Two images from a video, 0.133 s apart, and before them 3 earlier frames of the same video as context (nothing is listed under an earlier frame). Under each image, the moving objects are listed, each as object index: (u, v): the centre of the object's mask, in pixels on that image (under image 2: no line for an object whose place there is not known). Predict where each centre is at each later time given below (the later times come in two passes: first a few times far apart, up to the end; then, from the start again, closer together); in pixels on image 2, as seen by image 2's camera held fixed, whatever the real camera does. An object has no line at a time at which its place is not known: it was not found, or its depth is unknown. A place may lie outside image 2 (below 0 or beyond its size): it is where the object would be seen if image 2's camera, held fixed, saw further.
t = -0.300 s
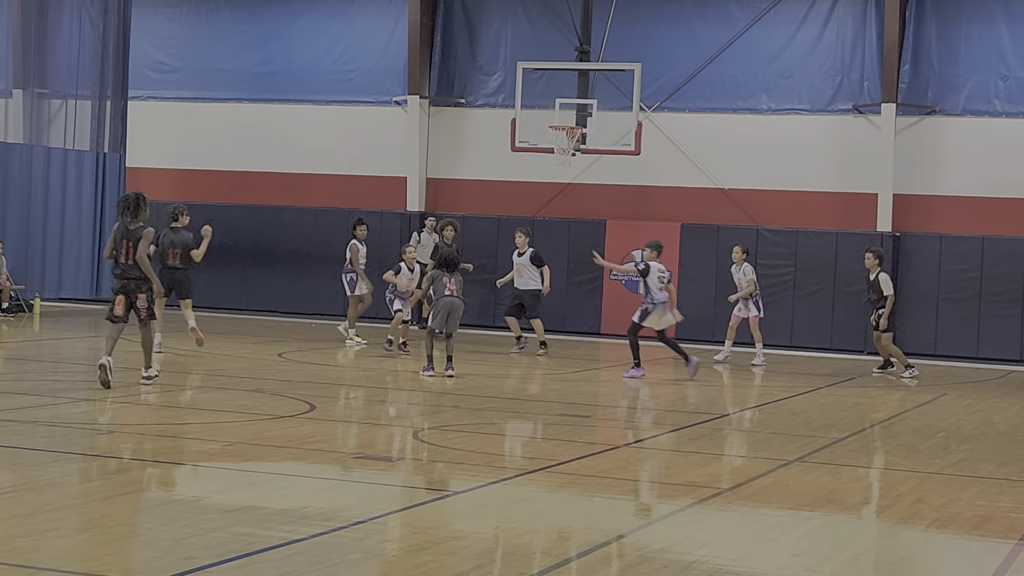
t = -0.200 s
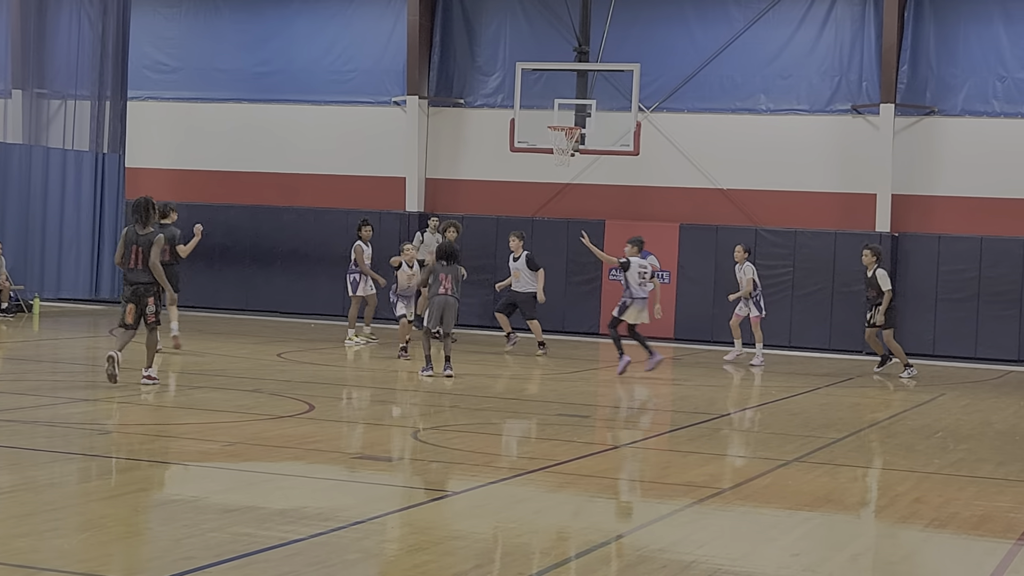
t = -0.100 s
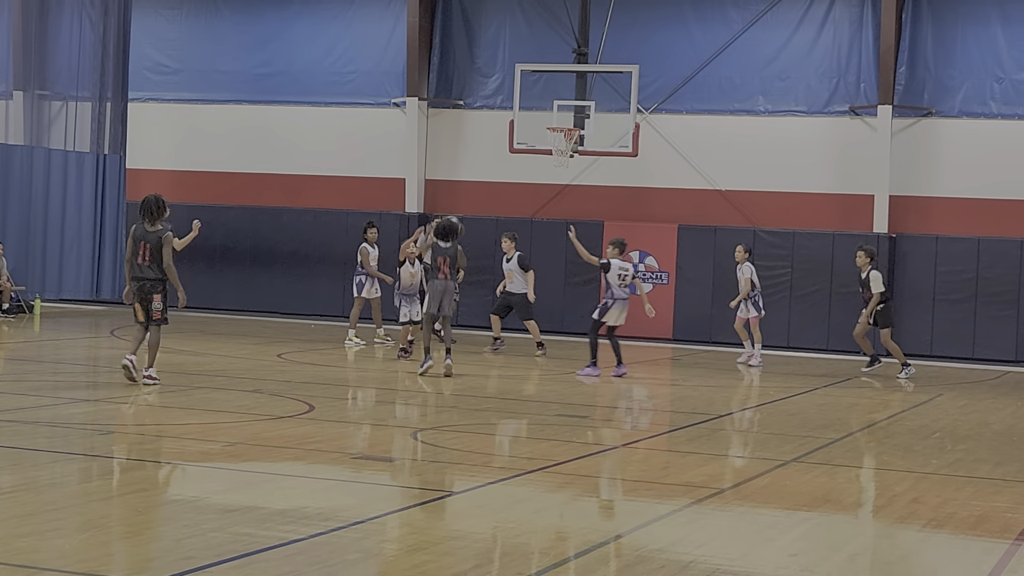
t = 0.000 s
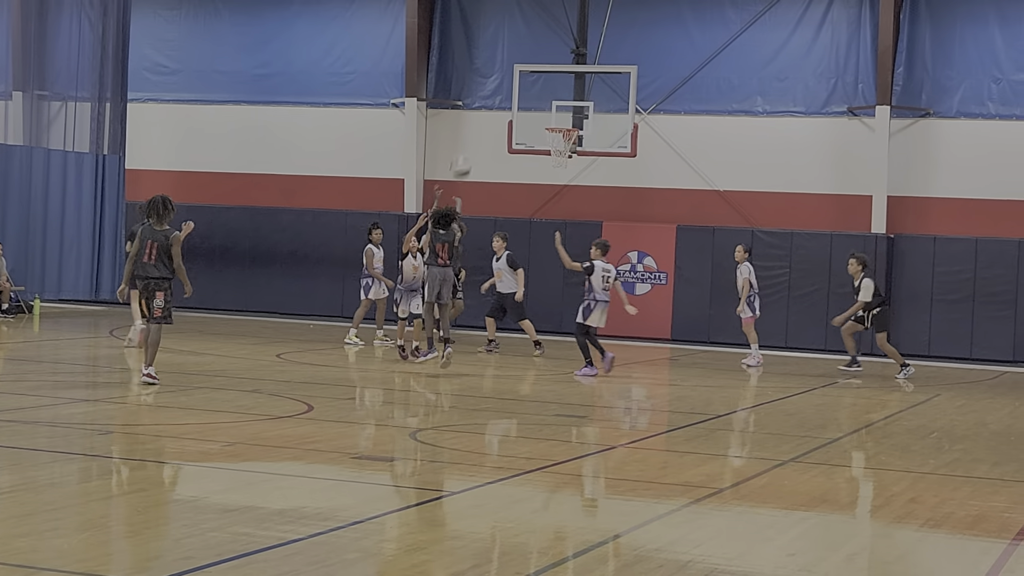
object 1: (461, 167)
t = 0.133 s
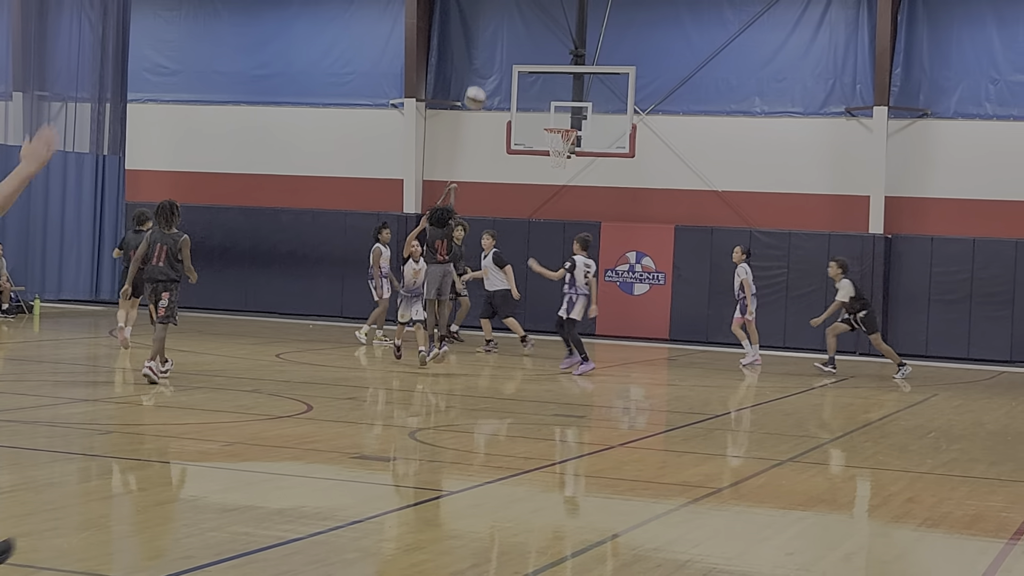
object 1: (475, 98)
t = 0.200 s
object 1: (482, 68)
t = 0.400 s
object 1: (503, 9)
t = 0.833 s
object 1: (536, 3)
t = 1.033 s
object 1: (548, 41)
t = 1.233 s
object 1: (557, 105)
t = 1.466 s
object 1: (554, 103)
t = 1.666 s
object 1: (539, 94)
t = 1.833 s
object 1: (524, 112)
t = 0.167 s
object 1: (479, 81)
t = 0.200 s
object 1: (482, 68)
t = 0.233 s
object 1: (486, 55)
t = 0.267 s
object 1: (490, 44)
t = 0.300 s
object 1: (493, 34)
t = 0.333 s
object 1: (496, 24)
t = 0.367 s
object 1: (500, 16)
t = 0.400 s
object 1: (503, 9)
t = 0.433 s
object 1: (506, 6)
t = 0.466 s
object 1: (508, 3)
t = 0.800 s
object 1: (534, 2)
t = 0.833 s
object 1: (536, 3)
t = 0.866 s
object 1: (538, 6)
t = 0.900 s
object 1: (540, 10)
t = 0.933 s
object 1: (542, 17)
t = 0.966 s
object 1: (544, 24)
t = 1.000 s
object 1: (546, 32)
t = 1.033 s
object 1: (548, 41)
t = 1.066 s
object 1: (549, 50)
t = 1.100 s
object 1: (551, 58)
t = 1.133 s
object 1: (552, 70)
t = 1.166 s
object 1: (554, 81)
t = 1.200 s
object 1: (556, 93)
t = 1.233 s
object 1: (557, 105)
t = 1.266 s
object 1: (559, 119)
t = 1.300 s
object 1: (560, 124)
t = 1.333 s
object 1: (562, 124)
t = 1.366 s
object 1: (562, 121)
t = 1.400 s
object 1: (560, 115)
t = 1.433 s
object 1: (557, 108)
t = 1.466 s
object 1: (554, 103)
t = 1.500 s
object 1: (552, 99)
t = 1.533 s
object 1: (550, 95)
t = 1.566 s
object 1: (547, 92)
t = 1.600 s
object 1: (545, 92)
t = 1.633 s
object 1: (542, 92)
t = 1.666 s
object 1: (539, 94)
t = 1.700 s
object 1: (536, 95)
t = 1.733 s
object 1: (533, 98)
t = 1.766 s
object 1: (530, 102)
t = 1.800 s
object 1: (526, 106)
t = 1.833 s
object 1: (524, 112)
